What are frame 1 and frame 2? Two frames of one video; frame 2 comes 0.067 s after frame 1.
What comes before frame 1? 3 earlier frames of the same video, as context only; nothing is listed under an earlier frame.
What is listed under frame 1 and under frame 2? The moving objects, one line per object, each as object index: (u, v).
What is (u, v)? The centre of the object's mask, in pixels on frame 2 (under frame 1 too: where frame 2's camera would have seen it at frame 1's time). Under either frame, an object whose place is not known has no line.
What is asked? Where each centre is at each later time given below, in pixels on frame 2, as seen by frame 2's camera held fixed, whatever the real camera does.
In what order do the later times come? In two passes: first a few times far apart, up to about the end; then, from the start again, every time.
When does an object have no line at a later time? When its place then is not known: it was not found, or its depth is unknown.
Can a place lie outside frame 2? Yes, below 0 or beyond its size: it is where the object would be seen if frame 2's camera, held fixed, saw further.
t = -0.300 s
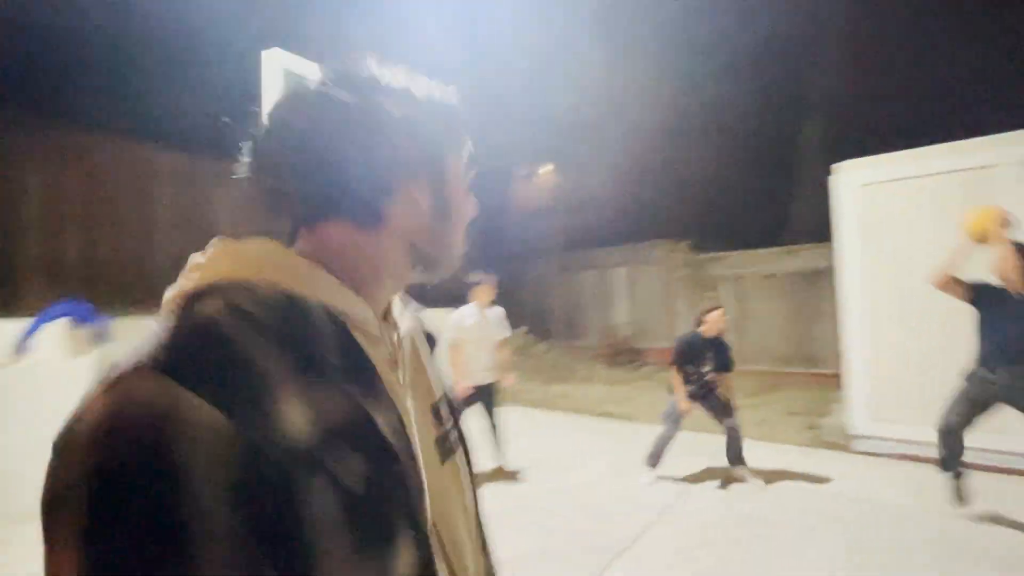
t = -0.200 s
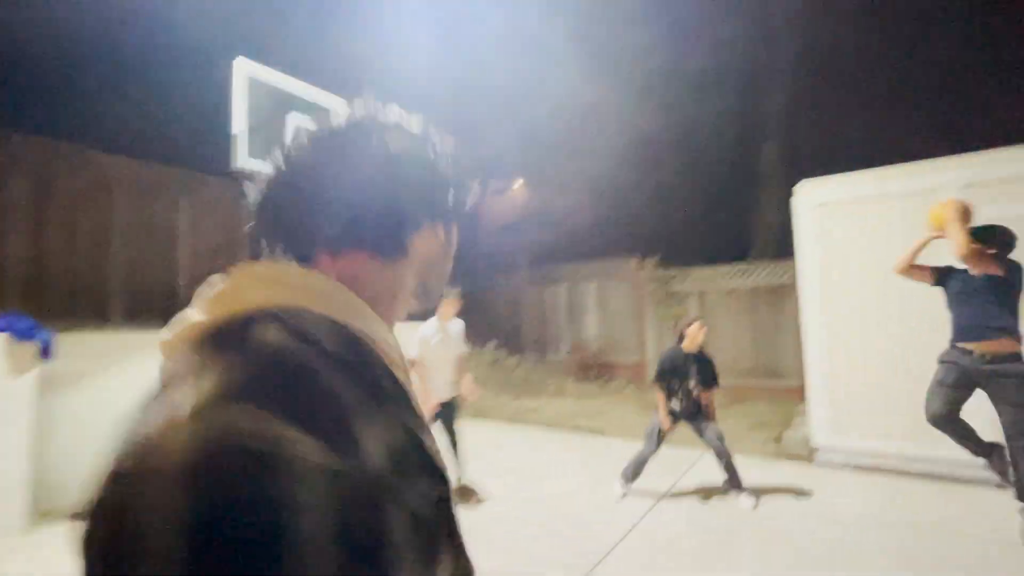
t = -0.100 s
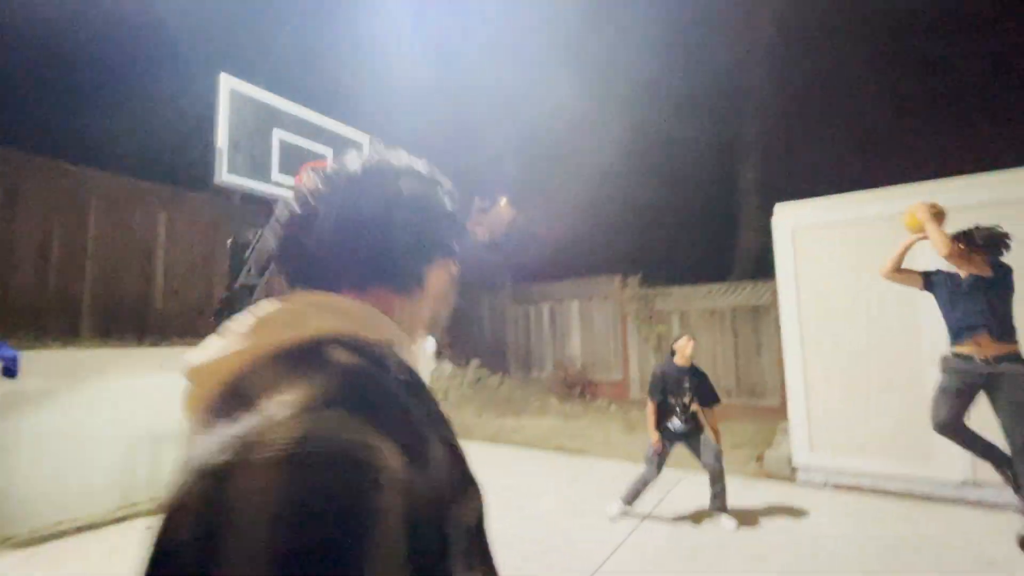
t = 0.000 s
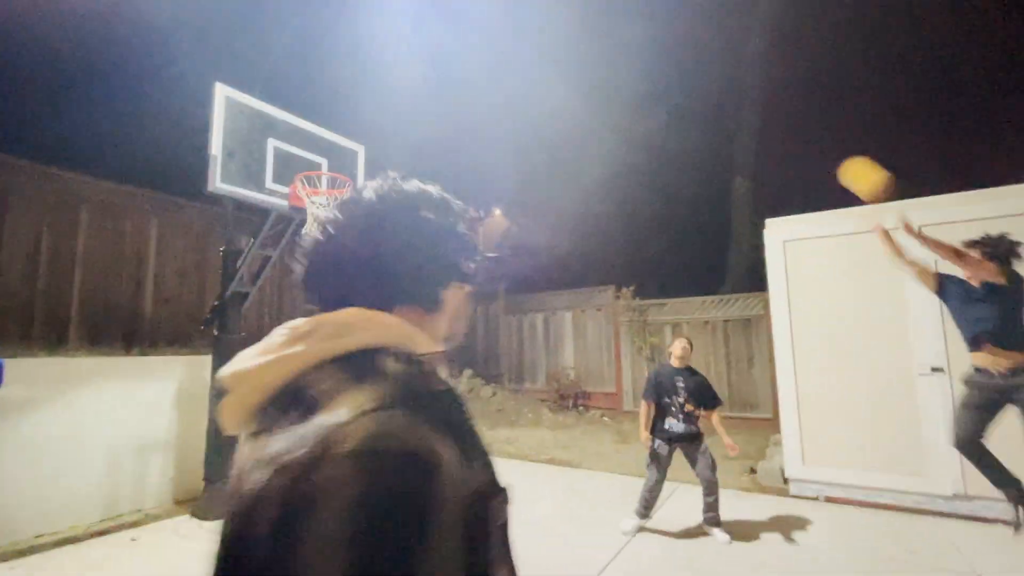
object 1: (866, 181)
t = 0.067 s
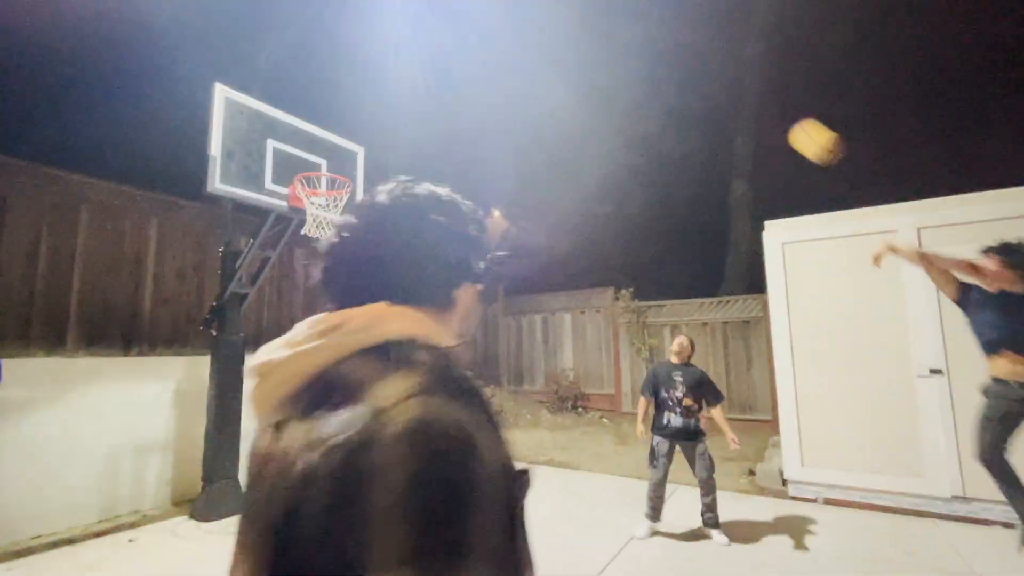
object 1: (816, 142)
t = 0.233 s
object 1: (705, 74)
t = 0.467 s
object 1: (578, 37)
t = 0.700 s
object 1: (468, 54)
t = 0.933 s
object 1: (367, 126)
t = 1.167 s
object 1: (306, 132)
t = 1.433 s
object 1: (270, 67)
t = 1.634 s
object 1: (237, 64)
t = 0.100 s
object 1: (792, 125)
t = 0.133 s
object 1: (770, 110)
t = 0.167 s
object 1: (748, 97)
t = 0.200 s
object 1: (727, 85)
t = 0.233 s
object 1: (705, 74)
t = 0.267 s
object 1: (686, 64)
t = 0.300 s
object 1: (667, 56)
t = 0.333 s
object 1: (648, 50)
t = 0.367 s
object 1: (630, 45)
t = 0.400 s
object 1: (611, 40)
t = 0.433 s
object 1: (595, 37)
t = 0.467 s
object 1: (578, 37)
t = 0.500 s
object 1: (561, 36)
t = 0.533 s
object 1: (544, 36)
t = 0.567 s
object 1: (529, 37)
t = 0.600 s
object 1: (513, 40)
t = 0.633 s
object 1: (498, 45)
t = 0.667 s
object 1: (484, 49)
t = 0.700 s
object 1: (468, 54)
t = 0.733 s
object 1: (453, 61)
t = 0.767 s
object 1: (439, 68)
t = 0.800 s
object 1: (424, 79)
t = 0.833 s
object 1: (410, 90)
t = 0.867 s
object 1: (396, 101)
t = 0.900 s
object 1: (382, 113)
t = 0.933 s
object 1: (367, 126)
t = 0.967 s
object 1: (356, 135)
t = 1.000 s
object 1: (340, 156)
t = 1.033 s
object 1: (330, 165)
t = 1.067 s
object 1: (317, 165)
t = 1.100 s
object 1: (314, 156)
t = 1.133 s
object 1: (310, 144)
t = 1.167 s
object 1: (306, 132)
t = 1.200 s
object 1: (301, 120)
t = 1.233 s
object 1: (297, 108)
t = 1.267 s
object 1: (293, 100)
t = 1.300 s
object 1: (289, 92)
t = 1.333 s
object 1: (284, 84)
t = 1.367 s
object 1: (280, 77)
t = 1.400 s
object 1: (275, 72)
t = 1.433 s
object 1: (270, 67)
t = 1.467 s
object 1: (266, 63)
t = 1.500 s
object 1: (260, 61)
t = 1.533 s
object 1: (255, 60)
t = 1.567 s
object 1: (249, 60)
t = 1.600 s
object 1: (243, 61)
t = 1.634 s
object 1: (237, 64)
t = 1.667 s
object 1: (231, 68)
